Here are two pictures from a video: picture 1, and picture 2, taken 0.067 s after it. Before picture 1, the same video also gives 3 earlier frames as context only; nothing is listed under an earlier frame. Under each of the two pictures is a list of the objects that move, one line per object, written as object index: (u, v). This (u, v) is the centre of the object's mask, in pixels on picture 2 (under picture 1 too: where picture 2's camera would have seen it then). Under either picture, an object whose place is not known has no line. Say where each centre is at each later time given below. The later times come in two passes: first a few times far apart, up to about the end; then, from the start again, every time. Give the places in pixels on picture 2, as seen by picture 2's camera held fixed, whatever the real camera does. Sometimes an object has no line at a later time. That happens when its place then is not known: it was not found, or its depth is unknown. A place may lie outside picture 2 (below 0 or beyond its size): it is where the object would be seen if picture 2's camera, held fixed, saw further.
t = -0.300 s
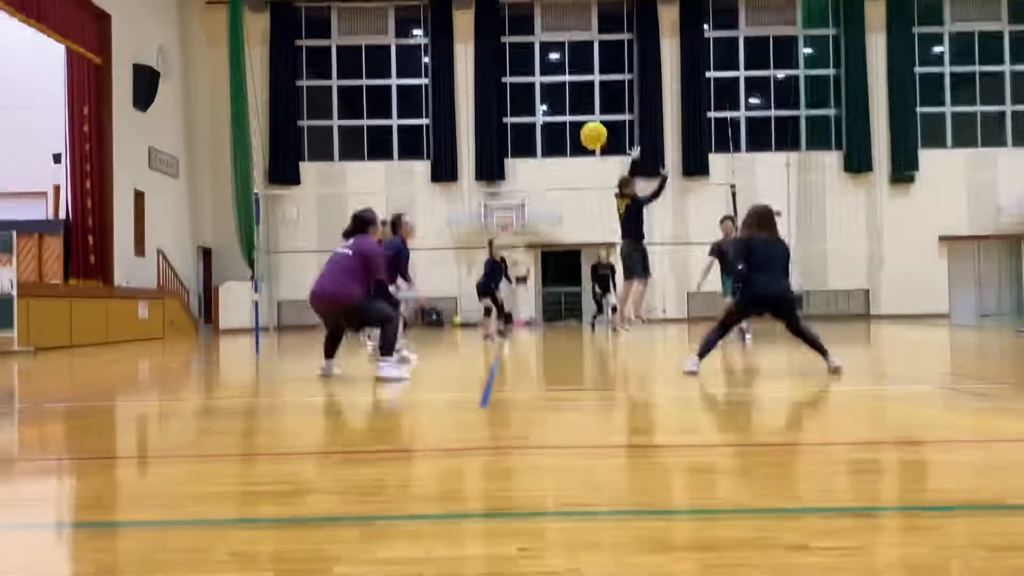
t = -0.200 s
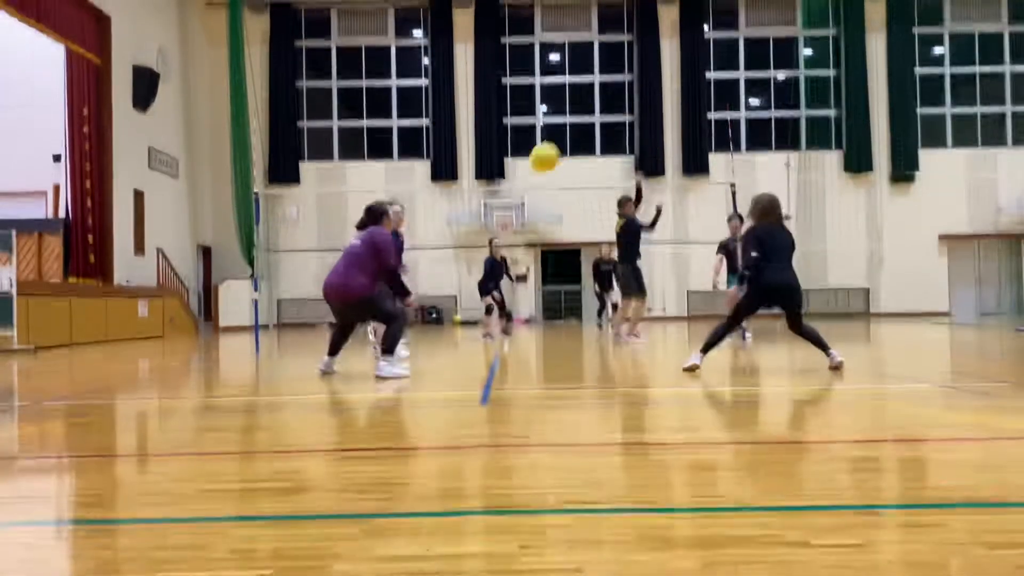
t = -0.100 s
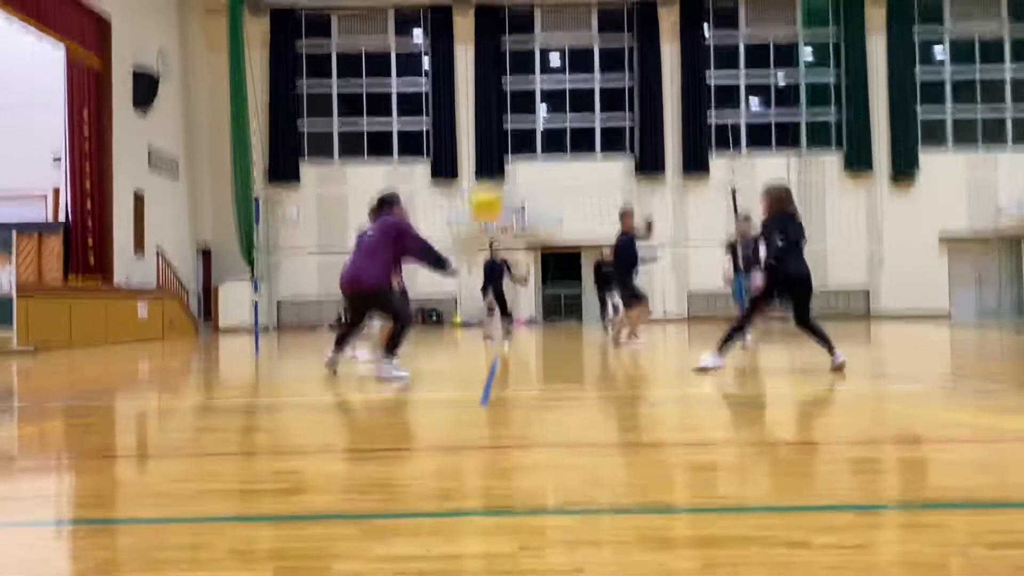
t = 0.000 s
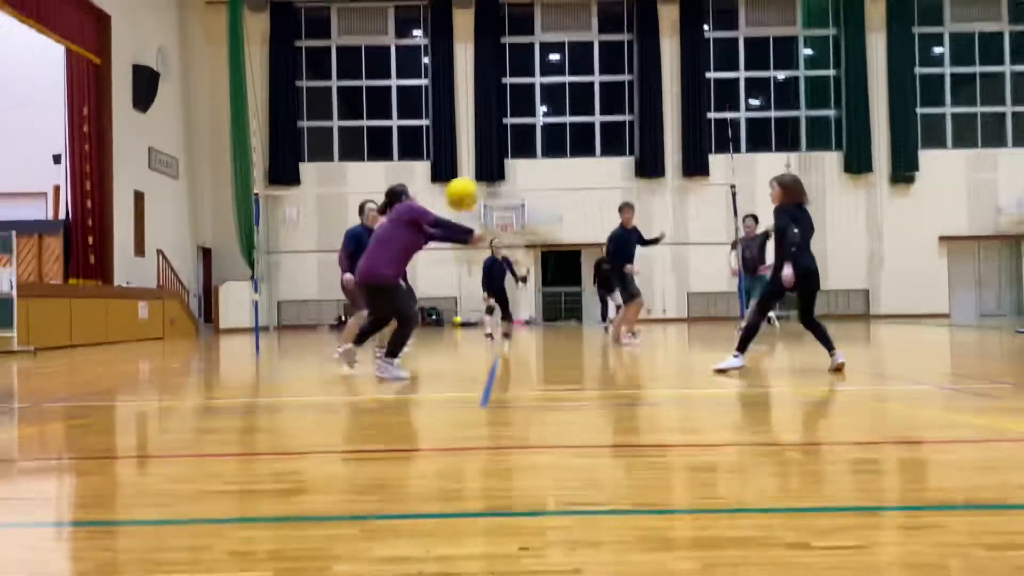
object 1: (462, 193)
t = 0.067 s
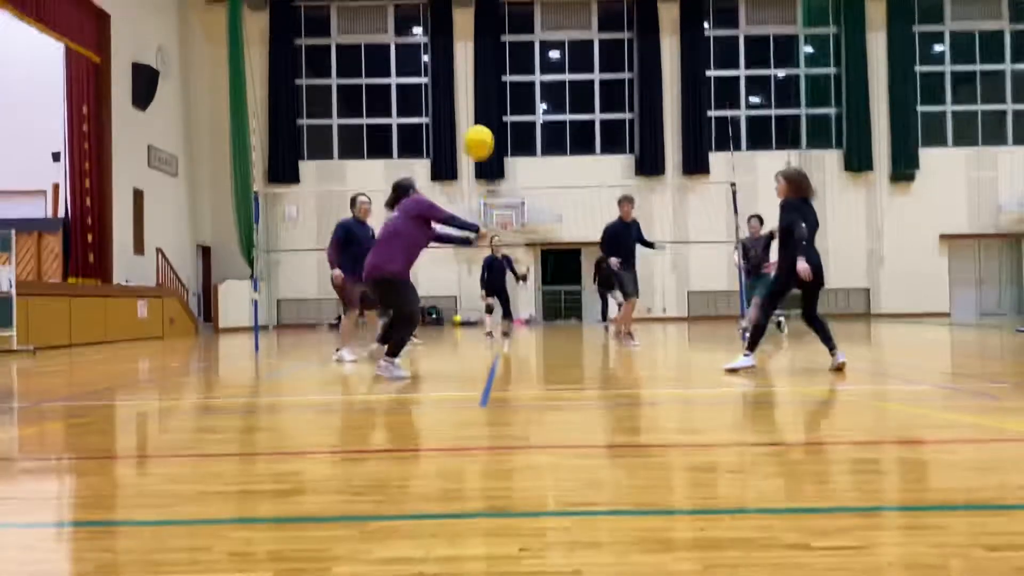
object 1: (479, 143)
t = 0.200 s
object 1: (505, 70)
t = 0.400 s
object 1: (534, 12)
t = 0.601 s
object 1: (560, 6)
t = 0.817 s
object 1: (584, 33)
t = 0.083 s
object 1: (483, 133)
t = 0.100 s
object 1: (487, 124)
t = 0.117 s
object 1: (489, 112)
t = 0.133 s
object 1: (493, 103)
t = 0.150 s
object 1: (496, 95)
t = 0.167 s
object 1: (499, 84)
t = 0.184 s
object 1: (502, 78)
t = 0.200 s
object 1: (505, 70)
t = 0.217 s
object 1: (507, 62)
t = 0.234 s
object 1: (510, 56)
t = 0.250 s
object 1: (513, 50)
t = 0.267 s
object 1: (515, 44)
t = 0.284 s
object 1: (518, 37)
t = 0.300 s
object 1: (520, 34)
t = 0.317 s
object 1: (523, 29)
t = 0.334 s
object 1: (525, 25)
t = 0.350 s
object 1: (527, 22)
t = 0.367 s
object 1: (530, 16)
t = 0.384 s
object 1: (532, 15)
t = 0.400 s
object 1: (534, 12)
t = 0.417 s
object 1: (537, 11)
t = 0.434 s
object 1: (539, 9)
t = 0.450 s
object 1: (542, 8)
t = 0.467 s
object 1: (544, 8)
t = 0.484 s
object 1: (546, 7)
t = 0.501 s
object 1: (547, 7)
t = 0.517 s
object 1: (550, 6)
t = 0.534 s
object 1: (552, 5)
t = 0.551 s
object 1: (554, 6)
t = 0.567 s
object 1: (556, 5)
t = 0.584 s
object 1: (558, 6)
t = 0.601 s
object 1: (560, 6)
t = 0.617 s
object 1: (562, 6)
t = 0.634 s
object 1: (564, 7)
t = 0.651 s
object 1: (566, 8)
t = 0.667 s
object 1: (568, 9)
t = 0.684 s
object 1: (570, 10)
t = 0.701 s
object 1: (571, 11)
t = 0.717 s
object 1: (573, 13)
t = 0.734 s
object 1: (575, 17)
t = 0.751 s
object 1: (577, 19)
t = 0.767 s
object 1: (579, 22)
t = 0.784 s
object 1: (580, 25)
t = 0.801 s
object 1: (582, 29)
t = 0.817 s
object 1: (584, 33)
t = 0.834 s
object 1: (585, 37)
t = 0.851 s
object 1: (587, 42)
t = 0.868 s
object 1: (588, 45)
